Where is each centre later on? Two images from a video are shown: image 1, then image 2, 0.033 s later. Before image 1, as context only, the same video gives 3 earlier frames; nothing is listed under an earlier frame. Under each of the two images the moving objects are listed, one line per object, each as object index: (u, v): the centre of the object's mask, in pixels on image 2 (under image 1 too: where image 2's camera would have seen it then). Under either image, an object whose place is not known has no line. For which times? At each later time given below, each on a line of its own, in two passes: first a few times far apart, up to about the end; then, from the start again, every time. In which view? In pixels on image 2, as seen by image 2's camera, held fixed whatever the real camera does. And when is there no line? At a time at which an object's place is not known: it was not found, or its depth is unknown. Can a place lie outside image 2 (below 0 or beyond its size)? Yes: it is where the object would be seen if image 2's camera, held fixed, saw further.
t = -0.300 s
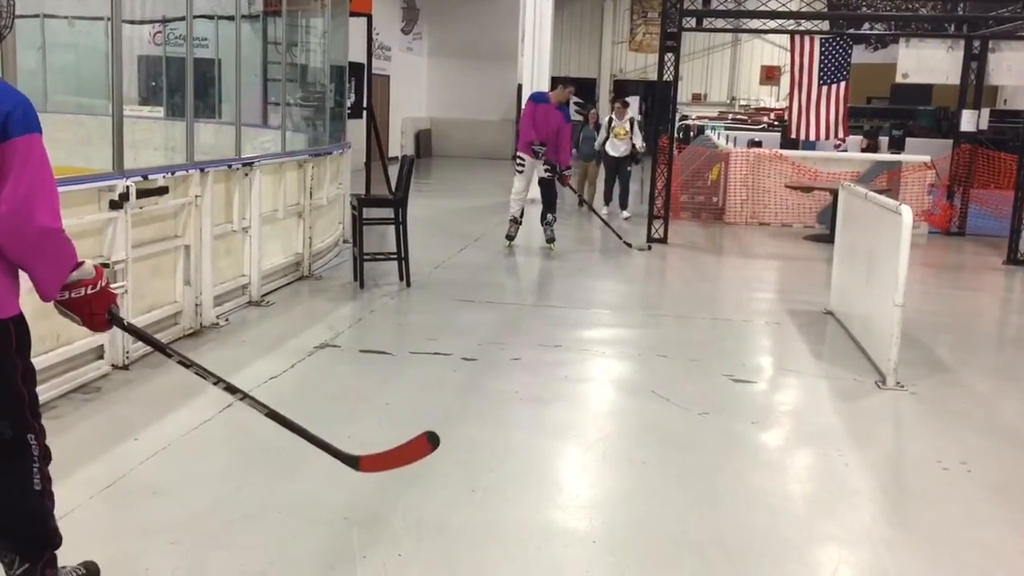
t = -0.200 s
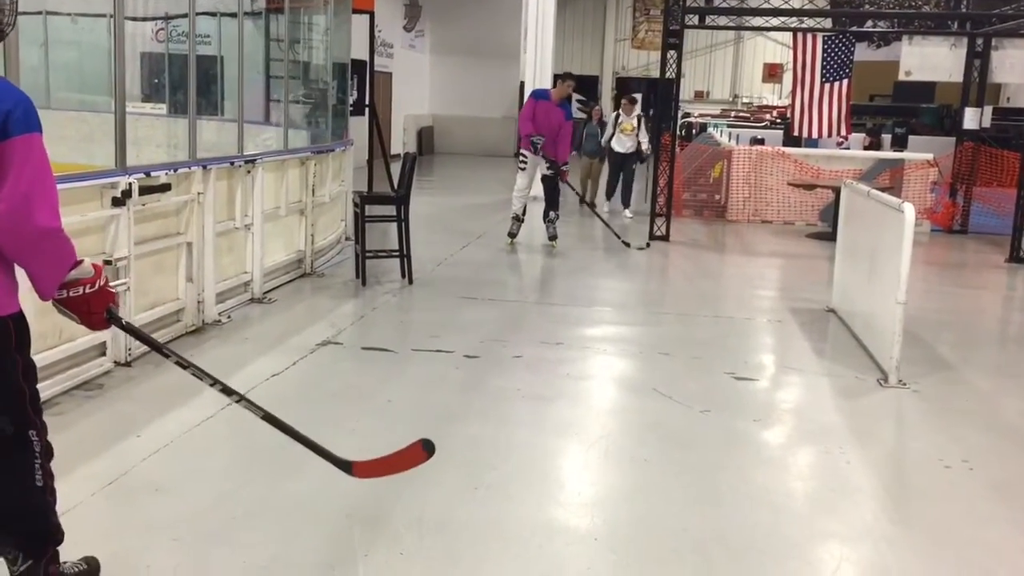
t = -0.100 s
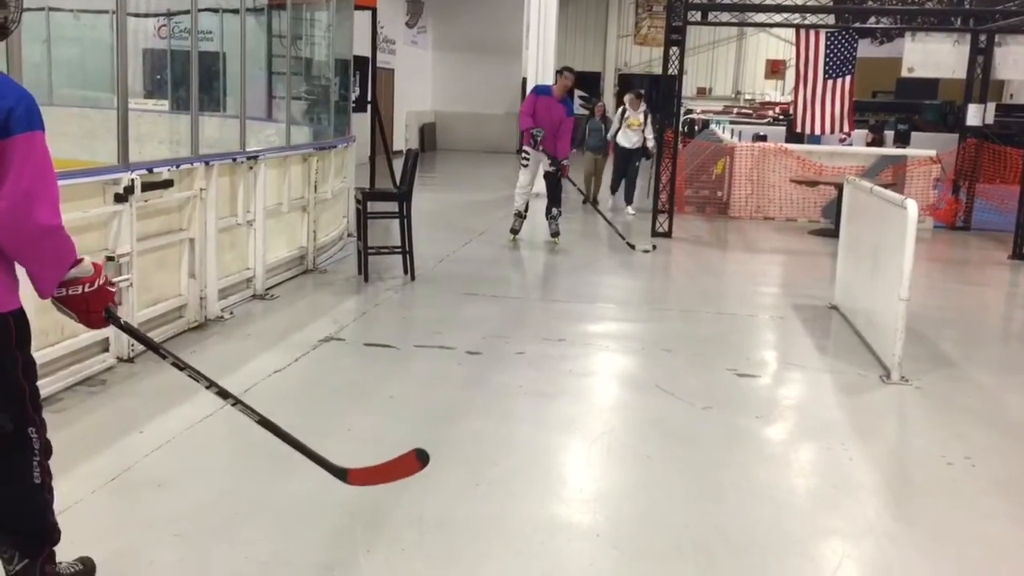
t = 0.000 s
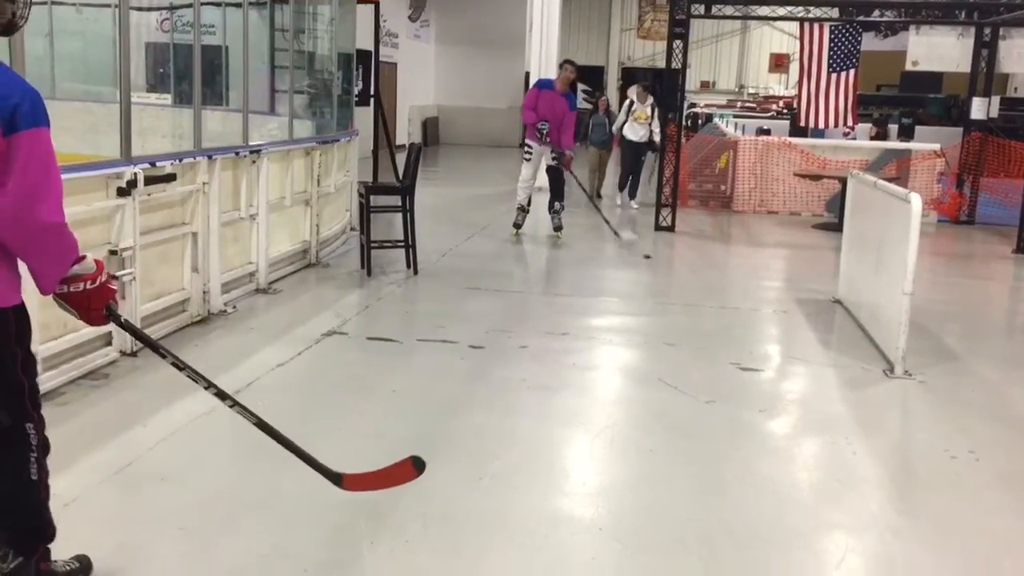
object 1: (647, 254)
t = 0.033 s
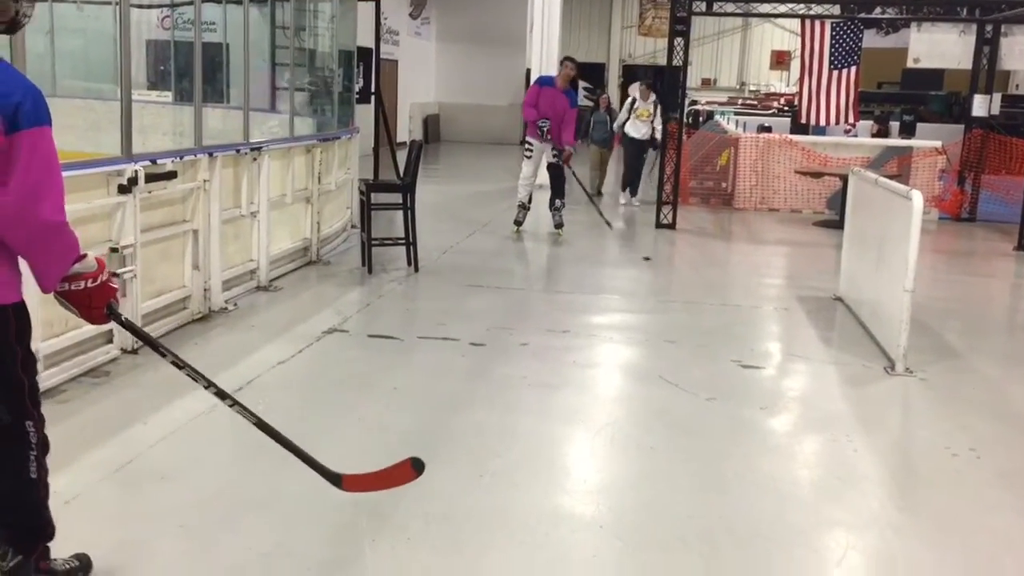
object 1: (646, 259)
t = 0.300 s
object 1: (635, 303)
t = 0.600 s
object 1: (614, 386)
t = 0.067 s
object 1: (645, 263)
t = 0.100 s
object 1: (644, 269)
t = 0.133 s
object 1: (642, 274)
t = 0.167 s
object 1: (641, 279)
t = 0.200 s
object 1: (639, 284)
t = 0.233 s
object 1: (638, 291)
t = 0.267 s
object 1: (636, 296)
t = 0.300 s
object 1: (635, 303)
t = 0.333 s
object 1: (633, 310)
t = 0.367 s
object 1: (631, 318)
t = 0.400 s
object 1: (629, 326)
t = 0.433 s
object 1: (627, 334)
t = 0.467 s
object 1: (624, 344)
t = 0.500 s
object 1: (622, 353)
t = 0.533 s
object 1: (620, 364)
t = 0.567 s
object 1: (617, 374)
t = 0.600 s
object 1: (614, 386)
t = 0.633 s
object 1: (611, 399)
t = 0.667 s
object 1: (607, 413)
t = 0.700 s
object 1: (603, 428)
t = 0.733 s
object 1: (599, 443)
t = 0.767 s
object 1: (596, 461)
